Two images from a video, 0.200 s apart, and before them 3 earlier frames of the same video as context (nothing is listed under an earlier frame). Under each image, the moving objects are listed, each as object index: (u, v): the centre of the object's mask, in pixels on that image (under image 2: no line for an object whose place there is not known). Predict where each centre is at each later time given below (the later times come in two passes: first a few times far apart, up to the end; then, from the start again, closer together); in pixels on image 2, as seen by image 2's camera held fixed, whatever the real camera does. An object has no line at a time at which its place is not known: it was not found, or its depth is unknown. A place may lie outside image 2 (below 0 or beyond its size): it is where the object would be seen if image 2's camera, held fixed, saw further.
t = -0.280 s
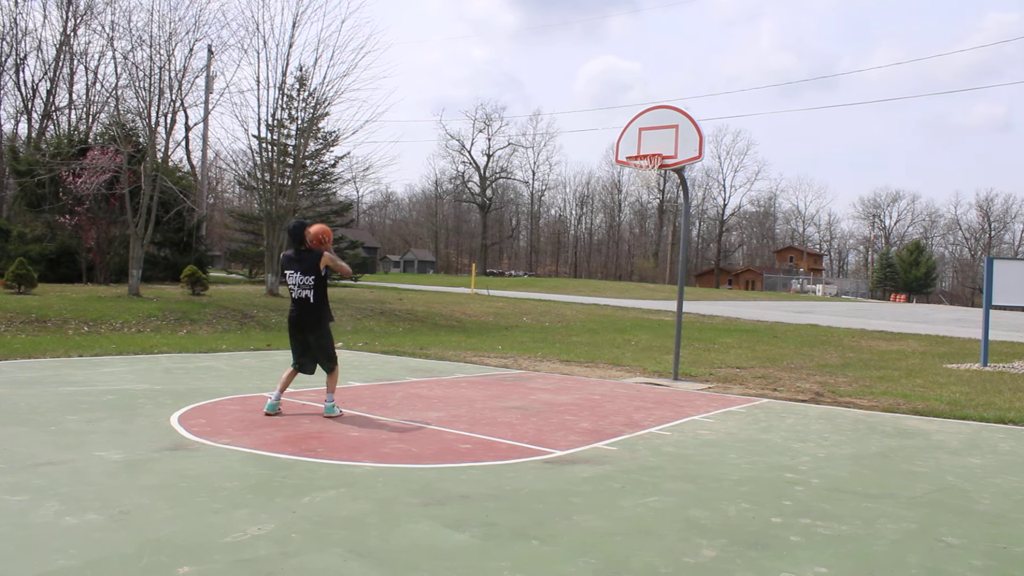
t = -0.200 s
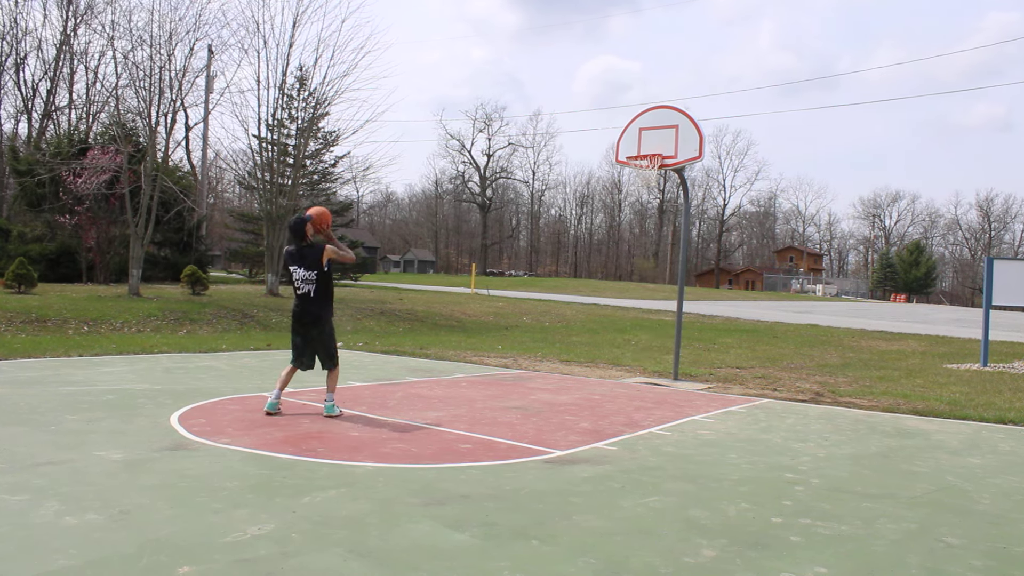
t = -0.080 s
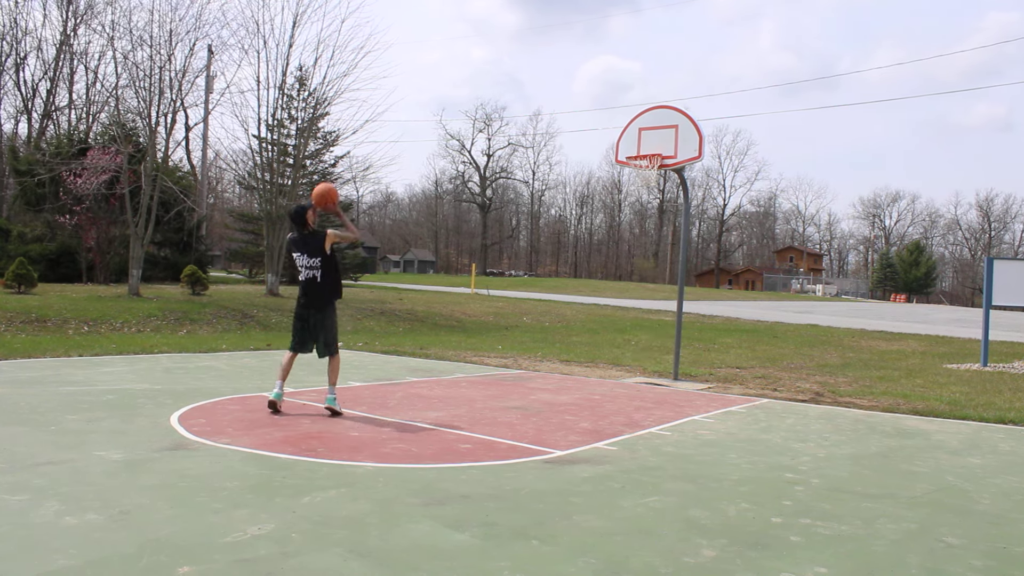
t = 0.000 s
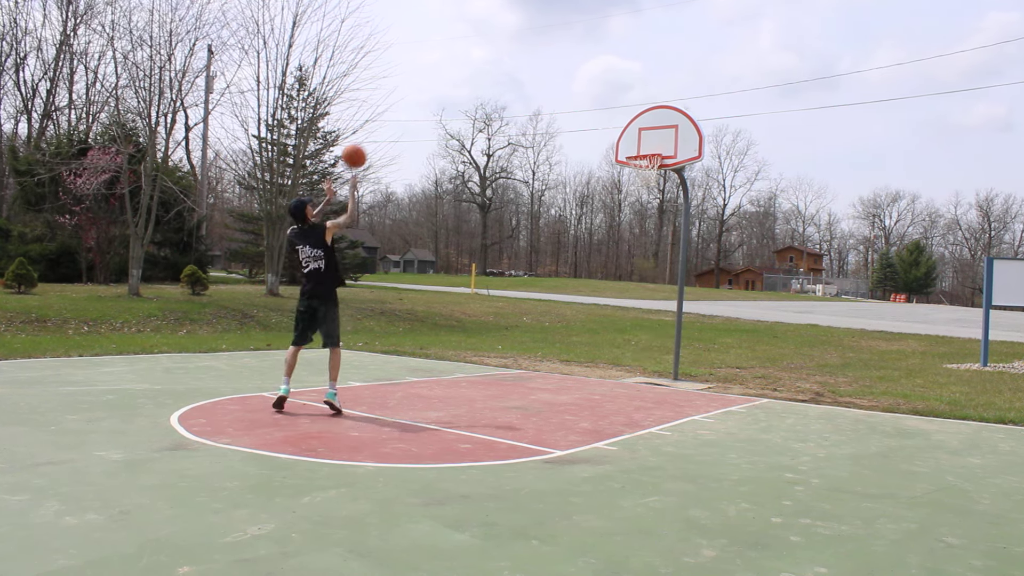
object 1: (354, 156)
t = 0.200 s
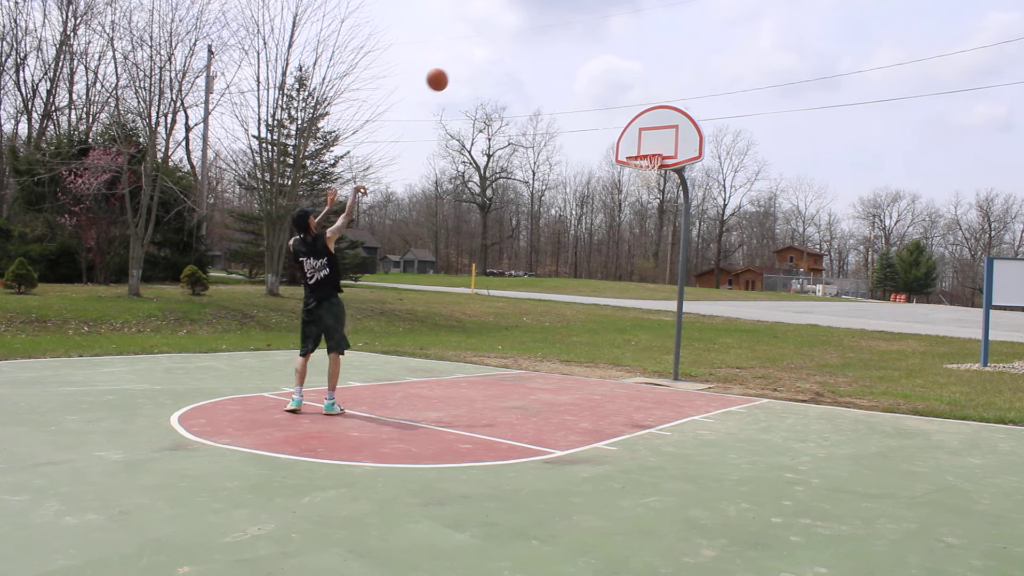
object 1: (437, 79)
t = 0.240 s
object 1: (452, 70)
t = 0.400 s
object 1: (507, 51)
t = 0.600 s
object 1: (567, 58)
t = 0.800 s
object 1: (618, 96)
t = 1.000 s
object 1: (649, 144)
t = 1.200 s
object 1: (602, 133)
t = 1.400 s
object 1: (556, 150)
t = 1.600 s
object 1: (513, 196)
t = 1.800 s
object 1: (473, 268)
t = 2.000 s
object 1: (434, 356)
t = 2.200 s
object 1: (418, 273)
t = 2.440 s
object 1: (400, 209)
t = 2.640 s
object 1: (386, 186)
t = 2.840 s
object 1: (373, 190)
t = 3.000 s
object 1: (362, 211)
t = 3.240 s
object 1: (347, 274)
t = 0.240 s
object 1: (452, 70)
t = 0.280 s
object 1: (467, 63)
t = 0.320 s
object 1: (481, 57)
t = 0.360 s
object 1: (494, 53)
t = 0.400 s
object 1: (507, 51)
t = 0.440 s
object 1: (520, 49)
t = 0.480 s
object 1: (533, 50)
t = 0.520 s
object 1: (544, 51)
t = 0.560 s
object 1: (556, 54)
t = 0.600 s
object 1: (567, 58)
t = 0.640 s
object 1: (578, 63)
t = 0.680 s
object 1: (588, 70)
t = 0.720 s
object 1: (599, 78)
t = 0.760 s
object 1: (609, 86)
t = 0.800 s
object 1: (618, 96)
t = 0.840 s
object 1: (627, 107)
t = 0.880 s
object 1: (637, 119)
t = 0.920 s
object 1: (645, 131)
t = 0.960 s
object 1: (654, 145)
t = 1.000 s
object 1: (649, 144)
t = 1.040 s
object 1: (639, 140)
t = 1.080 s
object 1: (630, 136)
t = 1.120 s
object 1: (620, 134)
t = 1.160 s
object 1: (610, 133)
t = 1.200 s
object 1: (602, 133)
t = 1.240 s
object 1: (592, 134)
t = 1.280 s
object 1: (583, 136)
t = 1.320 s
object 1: (574, 140)
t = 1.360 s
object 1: (565, 144)
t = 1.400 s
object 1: (556, 150)
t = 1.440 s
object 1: (547, 157)
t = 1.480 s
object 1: (539, 165)
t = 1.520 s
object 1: (530, 174)
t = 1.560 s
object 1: (521, 185)
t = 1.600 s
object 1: (513, 196)
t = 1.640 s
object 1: (506, 208)
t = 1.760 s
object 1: (481, 252)
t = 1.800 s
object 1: (473, 268)
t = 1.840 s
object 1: (464, 286)
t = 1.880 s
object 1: (456, 304)
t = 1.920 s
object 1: (448, 324)
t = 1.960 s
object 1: (441, 344)
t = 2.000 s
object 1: (434, 356)
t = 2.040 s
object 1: (431, 337)
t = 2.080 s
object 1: (428, 320)
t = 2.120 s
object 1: (424, 303)
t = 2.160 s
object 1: (421, 287)
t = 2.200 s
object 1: (418, 273)
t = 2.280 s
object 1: (413, 247)
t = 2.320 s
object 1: (409, 236)
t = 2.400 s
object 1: (403, 217)
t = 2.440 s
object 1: (400, 209)
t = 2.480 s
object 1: (398, 202)
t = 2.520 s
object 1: (395, 197)
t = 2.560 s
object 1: (392, 192)
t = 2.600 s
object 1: (389, 189)
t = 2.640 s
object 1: (386, 186)
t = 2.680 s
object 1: (384, 185)
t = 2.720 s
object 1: (381, 184)
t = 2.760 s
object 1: (379, 185)
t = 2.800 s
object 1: (376, 187)
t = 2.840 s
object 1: (373, 190)
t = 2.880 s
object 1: (370, 193)
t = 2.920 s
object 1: (368, 198)
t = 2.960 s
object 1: (365, 204)
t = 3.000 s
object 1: (362, 211)
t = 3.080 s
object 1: (357, 228)
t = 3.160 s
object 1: (352, 249)
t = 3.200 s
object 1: (349, 262)
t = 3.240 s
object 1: (347, 274)
